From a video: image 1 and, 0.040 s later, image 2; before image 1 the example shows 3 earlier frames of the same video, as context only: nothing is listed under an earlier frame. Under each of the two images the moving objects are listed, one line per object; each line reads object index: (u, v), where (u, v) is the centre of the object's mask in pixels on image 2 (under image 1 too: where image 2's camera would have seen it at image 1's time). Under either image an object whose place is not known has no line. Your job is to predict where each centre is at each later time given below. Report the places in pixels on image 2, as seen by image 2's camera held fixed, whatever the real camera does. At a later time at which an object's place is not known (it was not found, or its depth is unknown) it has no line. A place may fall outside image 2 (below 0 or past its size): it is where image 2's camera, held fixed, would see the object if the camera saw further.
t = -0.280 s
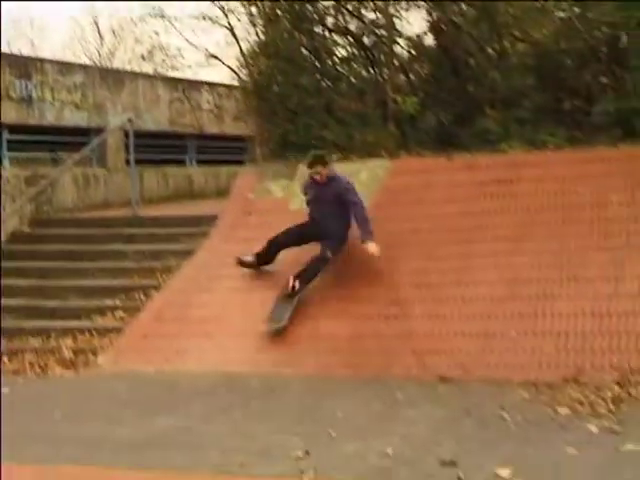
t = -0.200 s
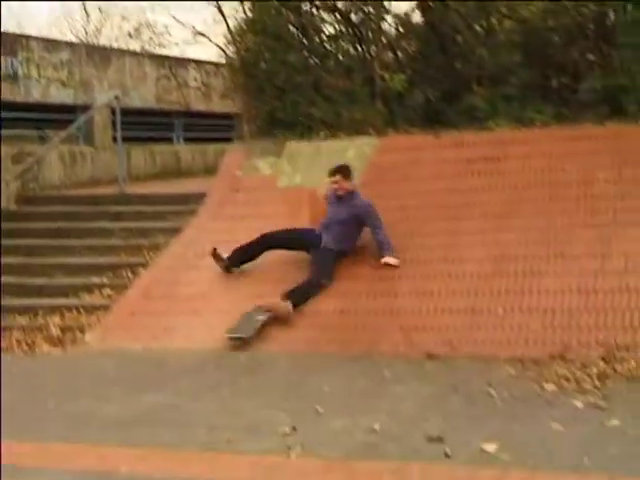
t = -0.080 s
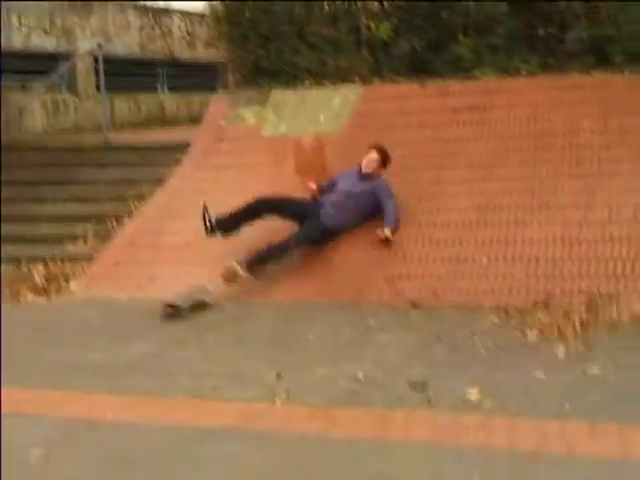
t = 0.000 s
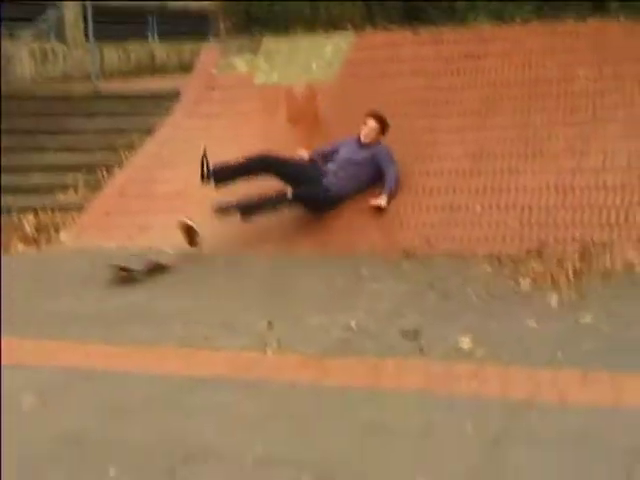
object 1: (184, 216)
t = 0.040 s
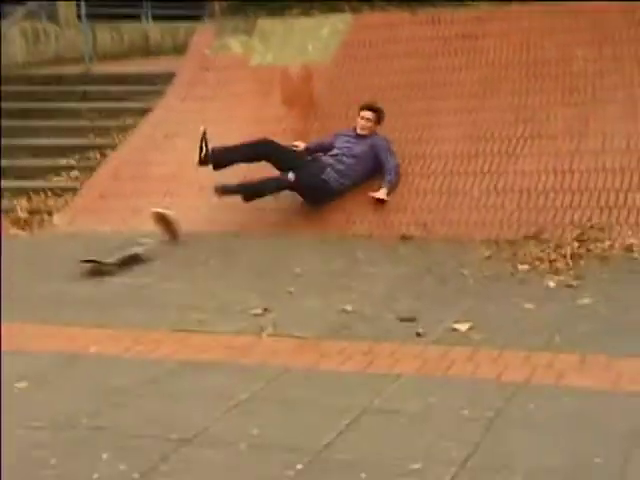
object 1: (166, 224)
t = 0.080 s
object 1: (147, 232)
